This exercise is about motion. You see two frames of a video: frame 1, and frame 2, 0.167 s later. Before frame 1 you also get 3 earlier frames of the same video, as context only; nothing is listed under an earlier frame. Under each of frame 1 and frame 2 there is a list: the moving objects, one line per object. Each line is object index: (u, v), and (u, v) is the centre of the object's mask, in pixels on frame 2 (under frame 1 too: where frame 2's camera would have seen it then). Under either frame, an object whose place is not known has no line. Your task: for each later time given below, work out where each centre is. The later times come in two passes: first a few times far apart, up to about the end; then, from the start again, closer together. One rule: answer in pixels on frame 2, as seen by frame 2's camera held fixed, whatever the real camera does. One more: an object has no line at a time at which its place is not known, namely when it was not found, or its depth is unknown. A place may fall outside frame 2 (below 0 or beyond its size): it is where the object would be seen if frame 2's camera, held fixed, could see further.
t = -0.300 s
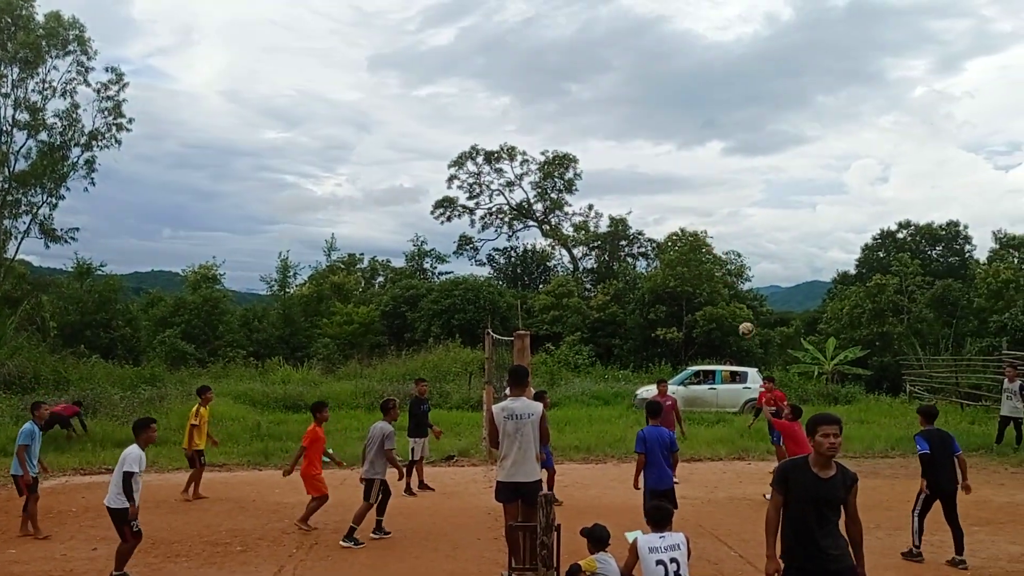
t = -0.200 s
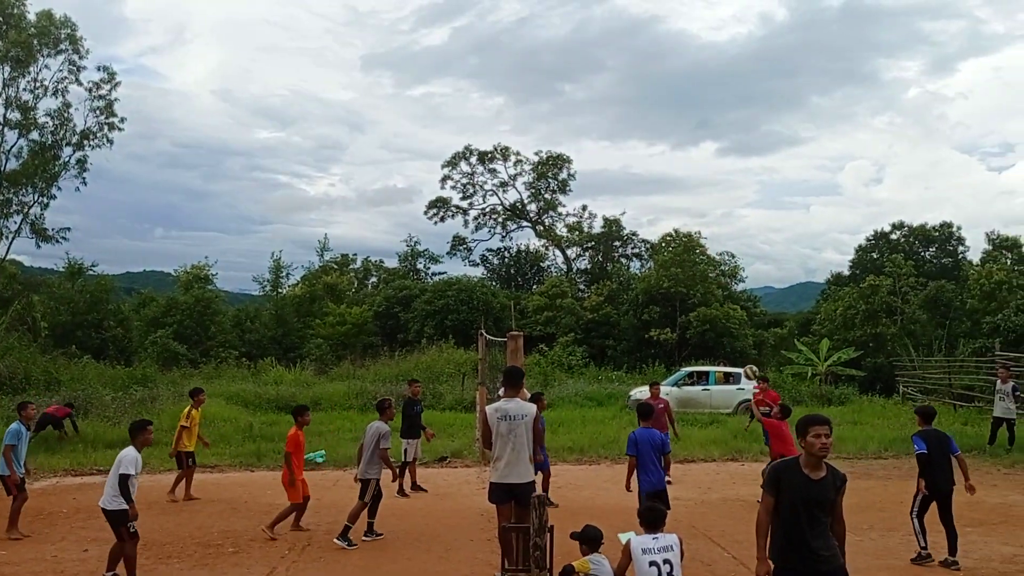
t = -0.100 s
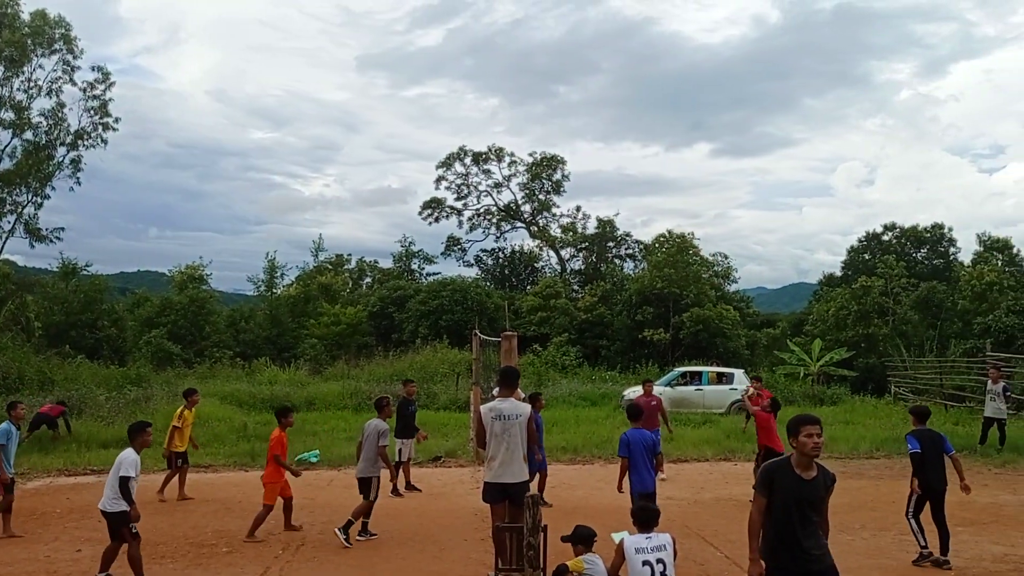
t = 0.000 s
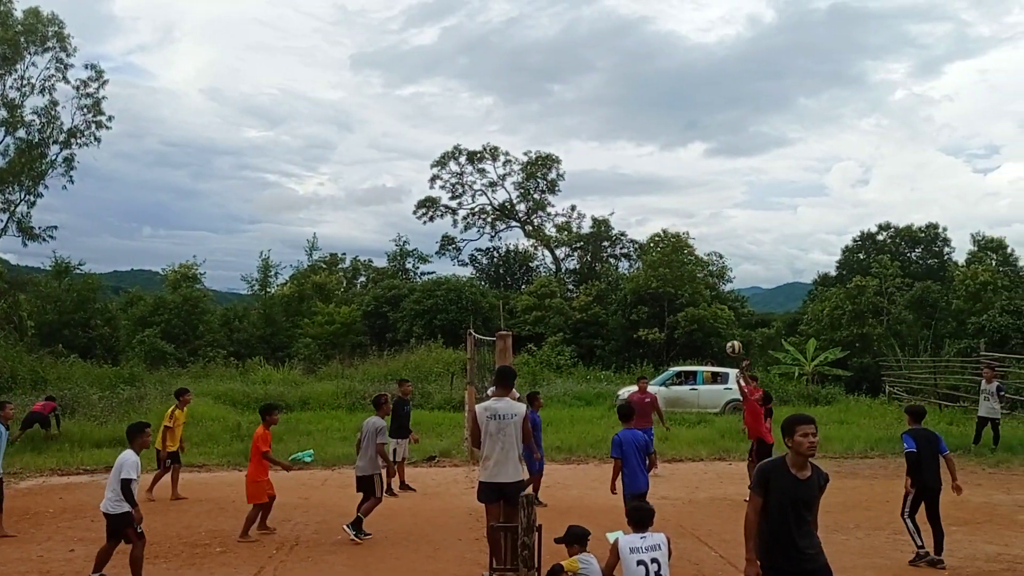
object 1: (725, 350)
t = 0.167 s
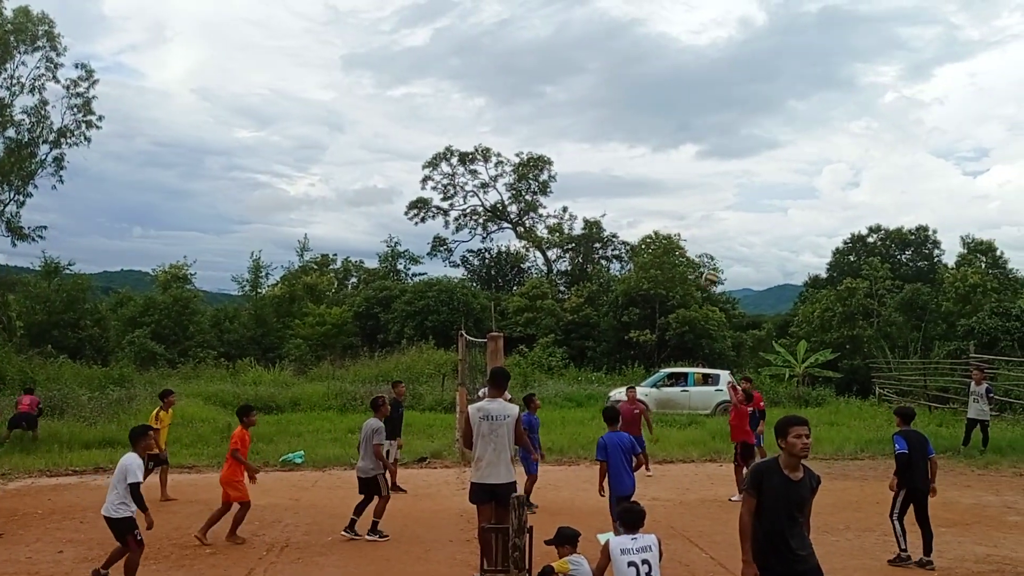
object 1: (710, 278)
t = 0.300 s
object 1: (699, 235)
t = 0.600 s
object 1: (673, 181)
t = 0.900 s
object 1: (644, 194)
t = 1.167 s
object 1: (623, 267)
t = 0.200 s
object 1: (708, 267)
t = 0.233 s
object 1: (704, 255)
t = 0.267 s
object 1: (702, 245)
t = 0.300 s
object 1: (699, 235)
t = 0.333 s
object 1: (696, 226)
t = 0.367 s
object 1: (693, 217)
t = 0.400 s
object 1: (691, 210)
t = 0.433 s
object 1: (688, 203)
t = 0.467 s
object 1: (685, 197)
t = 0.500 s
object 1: (682, 192)
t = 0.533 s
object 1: (679, 188)
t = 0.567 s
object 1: (676, 184)
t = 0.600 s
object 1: (673, 181)
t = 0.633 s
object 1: (670, 179)
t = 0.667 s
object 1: (667, 178)
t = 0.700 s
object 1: (664, 178)
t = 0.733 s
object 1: (660, 178)
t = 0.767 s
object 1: (657, 180)
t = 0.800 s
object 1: (654, 182)
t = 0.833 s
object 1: (651, 185)
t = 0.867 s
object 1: (648, 189)
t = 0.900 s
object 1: (644, 194)
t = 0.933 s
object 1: (641, 200)
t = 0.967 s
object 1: (638, 207)
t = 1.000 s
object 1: (634, 214)
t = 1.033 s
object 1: (631, 223)
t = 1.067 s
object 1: (629, 233)
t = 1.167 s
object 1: (623, 267)
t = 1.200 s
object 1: (620, 280)
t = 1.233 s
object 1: (616, 294)
